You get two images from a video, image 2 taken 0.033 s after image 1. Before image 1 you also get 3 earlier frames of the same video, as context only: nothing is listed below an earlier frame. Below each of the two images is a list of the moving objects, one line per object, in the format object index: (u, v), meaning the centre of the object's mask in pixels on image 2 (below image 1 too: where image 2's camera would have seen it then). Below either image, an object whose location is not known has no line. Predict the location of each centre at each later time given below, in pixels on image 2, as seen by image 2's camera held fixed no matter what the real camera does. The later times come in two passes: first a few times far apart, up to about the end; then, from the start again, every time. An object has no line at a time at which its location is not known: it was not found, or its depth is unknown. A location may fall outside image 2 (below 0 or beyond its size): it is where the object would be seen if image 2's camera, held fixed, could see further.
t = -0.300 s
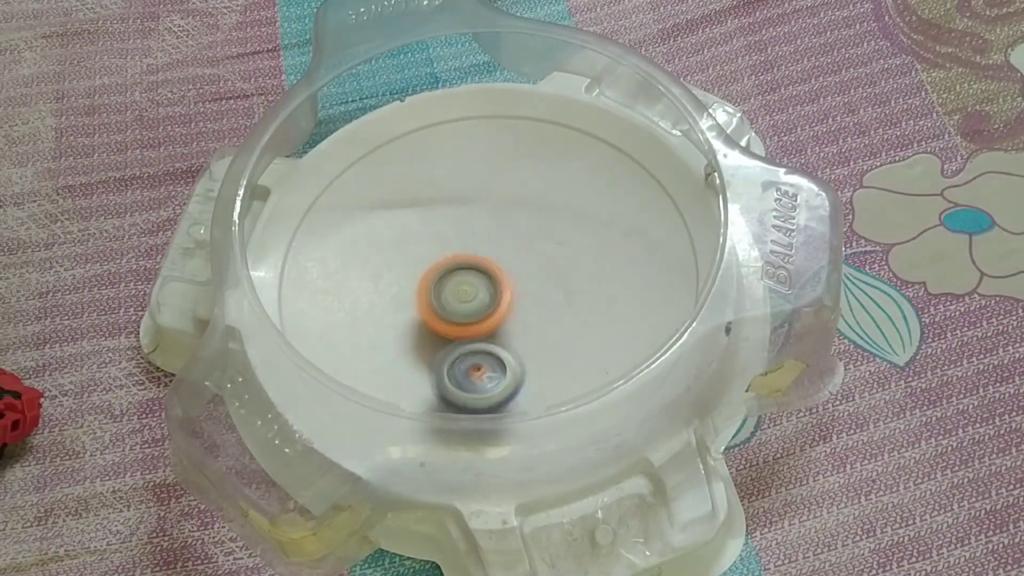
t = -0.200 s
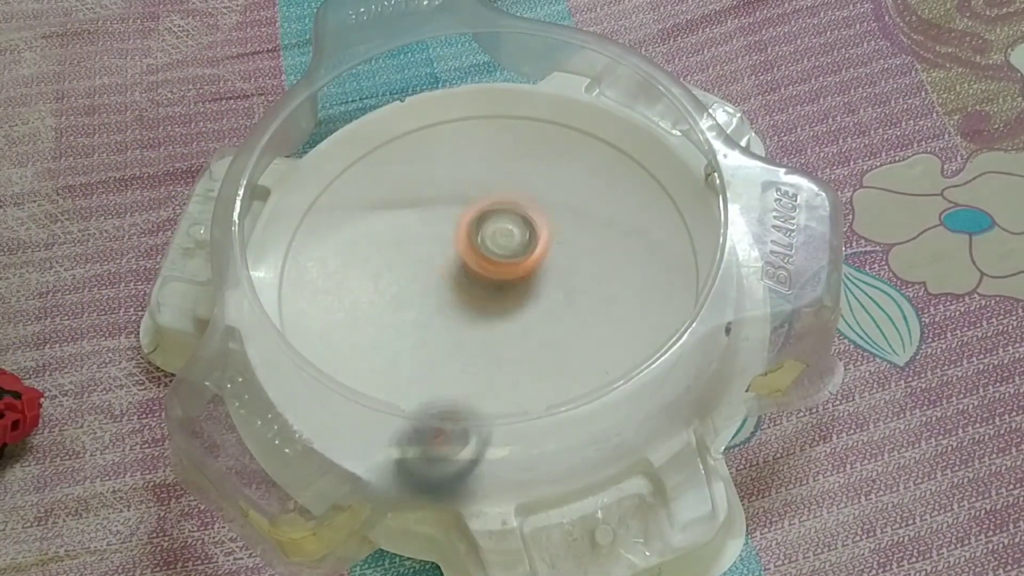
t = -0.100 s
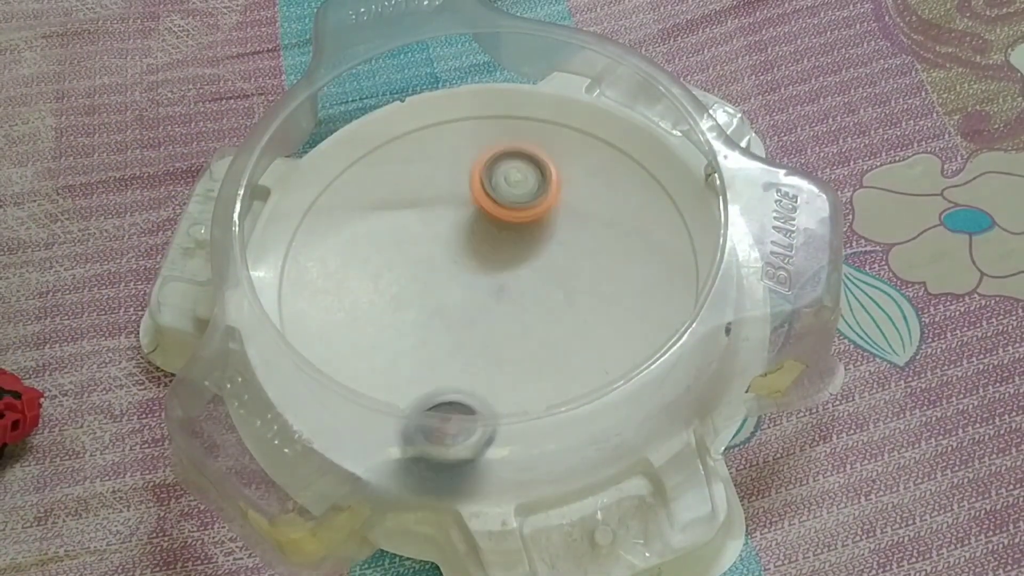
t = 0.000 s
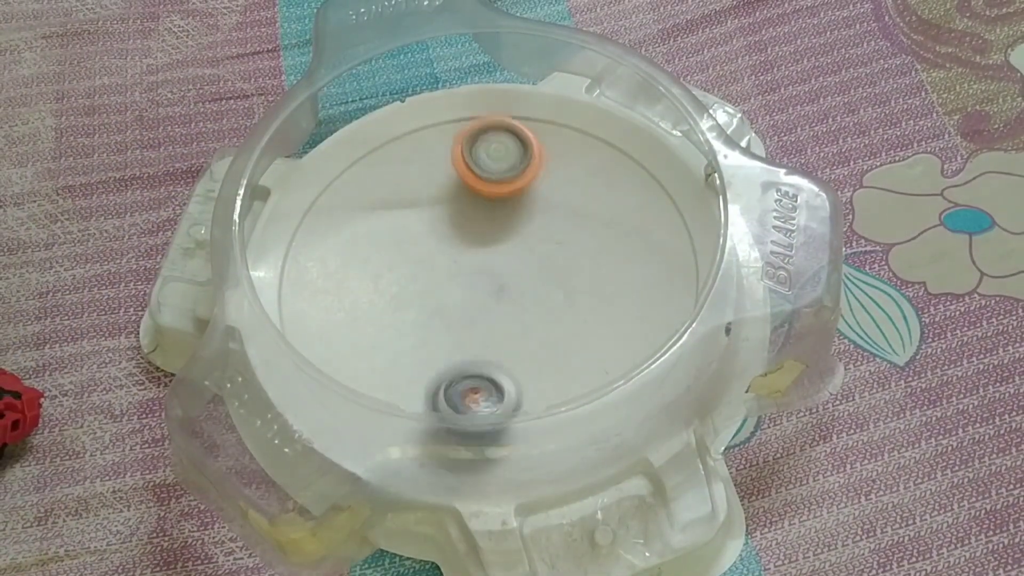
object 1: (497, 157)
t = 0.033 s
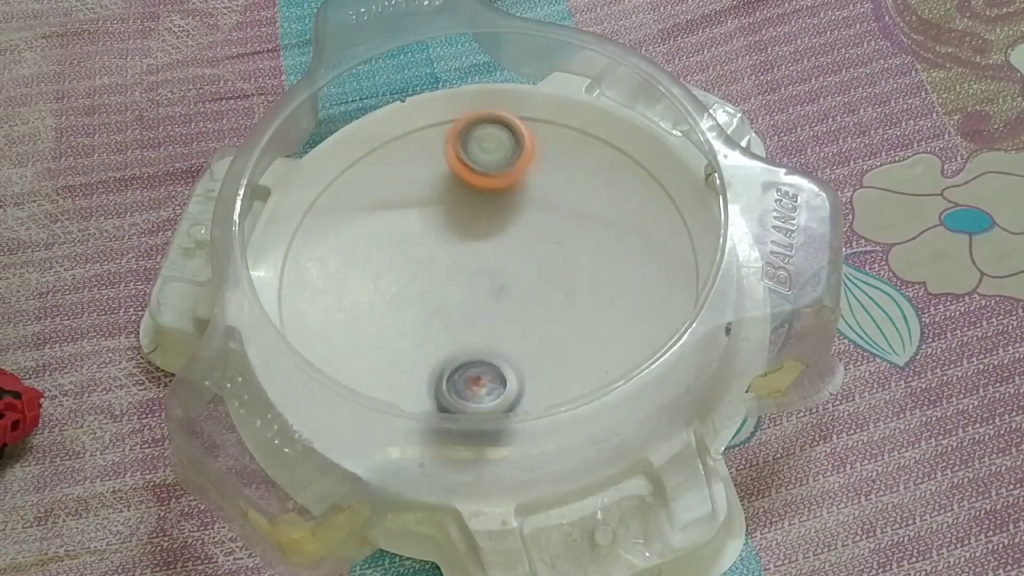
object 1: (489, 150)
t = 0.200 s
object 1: (449, 133)
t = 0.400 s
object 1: (420, 167)
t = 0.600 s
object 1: (457, 181)
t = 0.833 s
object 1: (523, 198)
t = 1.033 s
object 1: (573, 192)
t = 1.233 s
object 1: (606, 165)
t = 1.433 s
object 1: (584, 158)
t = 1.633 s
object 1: (559, 208)
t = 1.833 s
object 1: (555, 268)
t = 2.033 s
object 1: (575, 314)
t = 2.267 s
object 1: (595, 340)
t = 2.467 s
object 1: (587, 341)
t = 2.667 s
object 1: (549, 337)
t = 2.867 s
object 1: (498, 340)
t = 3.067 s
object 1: (456, 344)
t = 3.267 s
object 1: (429, 345)
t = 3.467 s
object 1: (425, 332)
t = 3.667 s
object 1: (433, 301)
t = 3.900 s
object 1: (438, 257)
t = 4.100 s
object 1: (442, 222)
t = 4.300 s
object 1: (448, 196)
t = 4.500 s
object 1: (459, 183)
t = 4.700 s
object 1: (482, 186)
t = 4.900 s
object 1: (513, 196)
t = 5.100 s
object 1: (550, 196)
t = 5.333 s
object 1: (575, 201)
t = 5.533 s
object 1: (581, 219)
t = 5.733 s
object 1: (588, 239)
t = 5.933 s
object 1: (576, 270)
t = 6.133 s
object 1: (561, 305)
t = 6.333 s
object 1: (556, 337)
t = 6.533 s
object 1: (546, 351)
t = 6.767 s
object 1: (517, 347)
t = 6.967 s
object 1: (482, 332)
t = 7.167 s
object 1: (447, 315)
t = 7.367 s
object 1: (423, 302)
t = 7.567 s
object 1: (420, 286)
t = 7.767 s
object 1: (434, 258)
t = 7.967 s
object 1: (455, 229)
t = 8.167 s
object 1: (474, 201)
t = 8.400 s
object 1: (493, 185)
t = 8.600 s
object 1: (512, 186)
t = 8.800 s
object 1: (534, 201)
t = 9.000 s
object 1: (556, 226)
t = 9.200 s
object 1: (581, 245)
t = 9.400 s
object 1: (614, 267)
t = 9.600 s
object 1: (623, 275)
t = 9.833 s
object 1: (581, 294)
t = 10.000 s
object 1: (542, 313)
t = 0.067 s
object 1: (482, 144)
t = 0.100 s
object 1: (473, 139)
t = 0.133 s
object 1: (464, 136)
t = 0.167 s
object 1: (457, 134)
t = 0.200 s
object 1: (449, 133)
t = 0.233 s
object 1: (441, 134)
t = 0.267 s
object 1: (433, 138)
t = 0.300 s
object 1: (427, 143)
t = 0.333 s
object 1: (422, 150)
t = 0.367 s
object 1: (420, 159)
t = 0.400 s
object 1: (420, 167)
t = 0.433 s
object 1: (426, 163)
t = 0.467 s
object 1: (432, 162)
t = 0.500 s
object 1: (437, 166)
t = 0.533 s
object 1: (442, 171)
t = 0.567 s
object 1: (449, 176)
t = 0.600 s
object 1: (457, 181)
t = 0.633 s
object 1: (466, 186)
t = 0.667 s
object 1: (474, 189)
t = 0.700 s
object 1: (484, 192)
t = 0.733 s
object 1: (494, 194)
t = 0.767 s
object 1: (503, 196)
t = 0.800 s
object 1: (513, 197)
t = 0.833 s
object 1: (523, 198)
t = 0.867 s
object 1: (533, 198)
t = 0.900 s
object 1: (541, 197)
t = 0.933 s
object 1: (550, 196)
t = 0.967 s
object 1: (559, 195)
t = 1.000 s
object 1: (566, 194)
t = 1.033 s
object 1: (573, 192)
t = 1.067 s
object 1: (580, 191)
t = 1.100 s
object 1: (587, 187)
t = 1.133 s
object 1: (593, 183)
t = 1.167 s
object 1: (600, 176)
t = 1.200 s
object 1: (604, 170)
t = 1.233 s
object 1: (606, 165)
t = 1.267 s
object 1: (606, 160)
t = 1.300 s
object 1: (604, 156)
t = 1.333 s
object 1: (601, 154)
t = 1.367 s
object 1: (597, 153)
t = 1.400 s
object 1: (590, 154)
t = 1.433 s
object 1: (584, 158)
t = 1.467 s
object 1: (578, 164)
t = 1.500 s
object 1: (573, 172)
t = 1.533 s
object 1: (569, 181)
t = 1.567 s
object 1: (565, 189)
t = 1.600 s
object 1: (561, 198)
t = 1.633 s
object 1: (559, 208)
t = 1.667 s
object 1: (556, 218)
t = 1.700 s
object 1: (555, 227)
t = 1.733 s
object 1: (555, 237)
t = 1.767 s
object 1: (555, 247)
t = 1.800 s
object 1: (555, 258)
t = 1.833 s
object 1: (555, 268)
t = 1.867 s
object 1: (556, 276)
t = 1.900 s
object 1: (560, 282)
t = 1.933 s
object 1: (565, 290)
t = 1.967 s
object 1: (569, 299)
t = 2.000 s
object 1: (572, 307)
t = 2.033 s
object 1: (575, 314)
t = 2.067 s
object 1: (579, 320)
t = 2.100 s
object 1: (583, 326)
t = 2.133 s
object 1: (586, 330)
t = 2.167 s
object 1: (590, 334)
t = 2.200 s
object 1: (592, 337)
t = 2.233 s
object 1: (594, 338)
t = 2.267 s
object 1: (595, 340)
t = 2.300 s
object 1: (596, 341)
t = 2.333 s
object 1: (596, 341)
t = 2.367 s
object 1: (596, 342)
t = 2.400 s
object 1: (594, 342)
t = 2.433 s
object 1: (591, 342)
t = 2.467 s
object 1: (587, 341)
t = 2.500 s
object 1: (583, 340)
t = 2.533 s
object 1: (578, 339)
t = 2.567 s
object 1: (572, 338)
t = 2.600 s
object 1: (565, 338)
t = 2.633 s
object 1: (557, 337)
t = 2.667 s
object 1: (549, 337)
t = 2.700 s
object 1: (541, 337)
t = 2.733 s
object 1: (533, 337)
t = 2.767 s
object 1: (525, 338)
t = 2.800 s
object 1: (516, 339)
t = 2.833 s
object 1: (507, 340)
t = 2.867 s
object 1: (498, 340)
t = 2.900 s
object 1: (490, 341)
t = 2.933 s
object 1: (483, 341)
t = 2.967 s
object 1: (476, 342)
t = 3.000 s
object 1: (468, 343)
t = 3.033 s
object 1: (462, 343)
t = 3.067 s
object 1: (456, 344)
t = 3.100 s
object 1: (450, 344)
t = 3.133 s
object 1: (444, 344)
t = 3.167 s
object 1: (439, 345)
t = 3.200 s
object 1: (435, 345)
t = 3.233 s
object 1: (432, 345)
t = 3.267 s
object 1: (429, 345)
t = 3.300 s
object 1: (426, 344)
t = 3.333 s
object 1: (425, 343)
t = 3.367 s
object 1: (424, 341)
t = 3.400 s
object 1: (423, 339)
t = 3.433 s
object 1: (424, 336)
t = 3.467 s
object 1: (425, 332)
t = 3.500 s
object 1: (426, 328)
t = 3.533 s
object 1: (428, 323)
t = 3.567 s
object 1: (429, 318)
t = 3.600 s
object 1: (431, 313)
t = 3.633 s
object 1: (431, 307)
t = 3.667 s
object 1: (433, 301)
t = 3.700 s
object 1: (434, 295)
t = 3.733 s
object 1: (435, 289)
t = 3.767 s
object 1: (435, 283)
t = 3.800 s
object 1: (435, 277)
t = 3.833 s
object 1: (435, 270)
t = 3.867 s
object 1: (437, 263)
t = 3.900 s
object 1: (438, 257)
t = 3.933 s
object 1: (439, 250)
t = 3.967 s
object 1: (440, 244)
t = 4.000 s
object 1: (440, 238)
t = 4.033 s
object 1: (441, 233)
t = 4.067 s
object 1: (441, 227)
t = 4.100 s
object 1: (442, 222)
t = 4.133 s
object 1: (442, 217)
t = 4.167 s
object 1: (443, 212)
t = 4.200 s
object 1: (445, 208)
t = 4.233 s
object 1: (446, 204)
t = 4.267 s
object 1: (447, 200)
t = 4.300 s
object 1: (448, 196)
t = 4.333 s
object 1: (449, 193)
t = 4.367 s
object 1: (451, 190)
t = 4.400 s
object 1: (452, 188)
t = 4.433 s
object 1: (455, 186)
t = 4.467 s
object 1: (457, 184)
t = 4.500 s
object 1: (459, 183)
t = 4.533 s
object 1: (462, 183)
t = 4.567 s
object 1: (466, 182)
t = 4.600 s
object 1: (470, 183)
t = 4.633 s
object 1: (474, 183)
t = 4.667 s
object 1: (478, 184)
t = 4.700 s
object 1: (482, 186)
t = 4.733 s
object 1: (487, 187)
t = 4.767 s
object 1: (492, 189)
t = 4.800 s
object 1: (497, 191)
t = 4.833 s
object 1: (502, 192)
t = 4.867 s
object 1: (508, 194)
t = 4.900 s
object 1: (513, 196)
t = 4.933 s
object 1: (519, 197)
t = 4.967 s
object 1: (525, 197)
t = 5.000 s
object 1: (534, 196)
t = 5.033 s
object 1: (540, 196)
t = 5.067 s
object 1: (545, 196)
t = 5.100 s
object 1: (550, 196)
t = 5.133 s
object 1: (554, 196)
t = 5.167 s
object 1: (559, 196)
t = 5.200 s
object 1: (563, 197)
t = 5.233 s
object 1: (567, 197)
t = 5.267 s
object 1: (570, 198)
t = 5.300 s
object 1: (573, 199)
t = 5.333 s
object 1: (575, 201)
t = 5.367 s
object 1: (578, 203)
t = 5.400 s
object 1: (579, 205)
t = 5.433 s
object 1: (581, 208)
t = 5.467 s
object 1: (581, 212)
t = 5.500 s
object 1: (581, 215)
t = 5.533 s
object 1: (581, 219)
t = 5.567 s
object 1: (585, 221)
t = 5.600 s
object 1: (587, 224)
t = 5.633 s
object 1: (588, 227)
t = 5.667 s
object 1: (588, 231)
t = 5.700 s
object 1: (588, 234)
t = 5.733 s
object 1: (588, 239)
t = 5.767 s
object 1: (587, 243)
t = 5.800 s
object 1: (586, 247)
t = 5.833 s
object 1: (584, 253)
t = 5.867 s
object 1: (582, 258)
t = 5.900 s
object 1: (579, 264)
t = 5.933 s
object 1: (576, 270)
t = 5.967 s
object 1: (574, 276)
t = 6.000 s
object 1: (571, 282)
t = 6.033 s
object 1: (568, 288)
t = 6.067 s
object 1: (566, 293)
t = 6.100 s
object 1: (564, 299)
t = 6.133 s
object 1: (561, 305)
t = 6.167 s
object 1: (560, 311)
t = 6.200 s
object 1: (559, 317)
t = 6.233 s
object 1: (559, 323)
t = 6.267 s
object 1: (558, 328)
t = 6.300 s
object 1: (557, 333)
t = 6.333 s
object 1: (556, 337)
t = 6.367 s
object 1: (555, 340)
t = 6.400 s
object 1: (554, 343)
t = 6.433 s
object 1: (553, 346)
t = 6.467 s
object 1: (551, 348)
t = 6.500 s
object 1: (549, 350)
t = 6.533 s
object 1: (546, 351)
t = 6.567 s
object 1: (543, 352)
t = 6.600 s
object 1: (540, 352)
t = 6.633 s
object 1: (536, 352)
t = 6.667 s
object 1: (532, 351)
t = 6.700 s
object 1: (528, 350)
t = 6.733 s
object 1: (523, 348)
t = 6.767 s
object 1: (517, 347)
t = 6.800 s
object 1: (512, 345)
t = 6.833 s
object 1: (506, 343)
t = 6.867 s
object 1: (500, 340)
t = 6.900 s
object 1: (494, 338)
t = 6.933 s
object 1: (489, 335)
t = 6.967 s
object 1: (482, 332)
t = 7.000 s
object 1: (476, 329)
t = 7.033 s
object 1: (470, 327)
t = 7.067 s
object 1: (464, 324)
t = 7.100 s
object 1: (458, 321)
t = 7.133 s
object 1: (453, 317)
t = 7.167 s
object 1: (447, 315)
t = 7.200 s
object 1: (441, 312)
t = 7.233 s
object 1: (436, 311)
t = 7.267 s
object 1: (432, 309)
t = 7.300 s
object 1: (427, 307)
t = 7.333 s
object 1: (425, 305)
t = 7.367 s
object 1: (423, 302)
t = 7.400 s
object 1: (420, 300)
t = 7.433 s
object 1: (419, 297)
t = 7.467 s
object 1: (419, 295)
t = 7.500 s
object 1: (419, 292)
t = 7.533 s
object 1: (419, 288)
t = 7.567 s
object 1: (420, 286)
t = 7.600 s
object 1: (421, 283)
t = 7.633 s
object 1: (422, 278)
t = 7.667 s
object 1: (425, 273)
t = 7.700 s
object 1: (428, 268)
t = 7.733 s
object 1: (430, 263)
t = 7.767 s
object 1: (434, 258)
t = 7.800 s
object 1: (438, 253)
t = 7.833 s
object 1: (441, 248)
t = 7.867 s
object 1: (445, 243)
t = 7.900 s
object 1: (449, 238)
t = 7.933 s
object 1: (452, 234)
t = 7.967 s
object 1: (455, 229)
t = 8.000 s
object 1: (459, 223)
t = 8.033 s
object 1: (462, 219)
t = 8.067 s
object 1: (465, 214)
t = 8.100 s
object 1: (468, 209)
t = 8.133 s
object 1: (471, 205)
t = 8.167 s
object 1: (474, 201)
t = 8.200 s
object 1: (476, 198)
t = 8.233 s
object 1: (479, 194)
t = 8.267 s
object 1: (482, 192)
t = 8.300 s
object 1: (484, 190)
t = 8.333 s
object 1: (487, 188)
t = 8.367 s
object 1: (490, 186)
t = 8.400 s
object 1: (493, 185)
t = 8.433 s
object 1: (496, 184)
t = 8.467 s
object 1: (498, 184)
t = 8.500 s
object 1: (501, 184)
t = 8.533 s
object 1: (504, 185)
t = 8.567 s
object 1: (508, 185)
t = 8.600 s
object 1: (512, 186)
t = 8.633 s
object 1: (515, 187)
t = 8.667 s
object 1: (519, 189)
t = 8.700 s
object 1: (522, 192)
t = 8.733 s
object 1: (526, 194)
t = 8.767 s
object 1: (530, 198)
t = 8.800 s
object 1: (534, 201)
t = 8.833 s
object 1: (538, 205)
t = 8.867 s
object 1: (542, 208)
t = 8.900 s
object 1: (546, 213)
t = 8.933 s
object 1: (549, 217)
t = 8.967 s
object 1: (552, 222)
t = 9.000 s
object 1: (556, 226)
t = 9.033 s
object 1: (563, 229)
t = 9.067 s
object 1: (568, 233)
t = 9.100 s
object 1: (571, 236)
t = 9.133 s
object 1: (575, 238)
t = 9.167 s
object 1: (578, 241)
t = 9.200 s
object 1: (581, 245)
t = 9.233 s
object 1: (582, 247)
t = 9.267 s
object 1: (584, 250)
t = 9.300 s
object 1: (584, 254)
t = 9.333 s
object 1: (584, 257)
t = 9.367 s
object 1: (600, 263)
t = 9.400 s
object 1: (614, 267)
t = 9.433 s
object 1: (621, 271)
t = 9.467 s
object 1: (623, 272)
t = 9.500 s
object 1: (625, 273)
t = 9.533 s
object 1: (625, 273)
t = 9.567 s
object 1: (625, 273)
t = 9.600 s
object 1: (623, 275)
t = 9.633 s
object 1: (621, 276)
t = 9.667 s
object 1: (616, 278)
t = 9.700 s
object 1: (611, 281)
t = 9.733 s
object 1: (604, 284)
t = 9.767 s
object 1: (597, 288)
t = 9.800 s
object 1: (589, 291)
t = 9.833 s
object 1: (581, 294)
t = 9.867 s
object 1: (573, 299)
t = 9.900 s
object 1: (565, 302)
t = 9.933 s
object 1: (557, 306)
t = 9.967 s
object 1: (549, 309)
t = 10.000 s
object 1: (542, 313)
